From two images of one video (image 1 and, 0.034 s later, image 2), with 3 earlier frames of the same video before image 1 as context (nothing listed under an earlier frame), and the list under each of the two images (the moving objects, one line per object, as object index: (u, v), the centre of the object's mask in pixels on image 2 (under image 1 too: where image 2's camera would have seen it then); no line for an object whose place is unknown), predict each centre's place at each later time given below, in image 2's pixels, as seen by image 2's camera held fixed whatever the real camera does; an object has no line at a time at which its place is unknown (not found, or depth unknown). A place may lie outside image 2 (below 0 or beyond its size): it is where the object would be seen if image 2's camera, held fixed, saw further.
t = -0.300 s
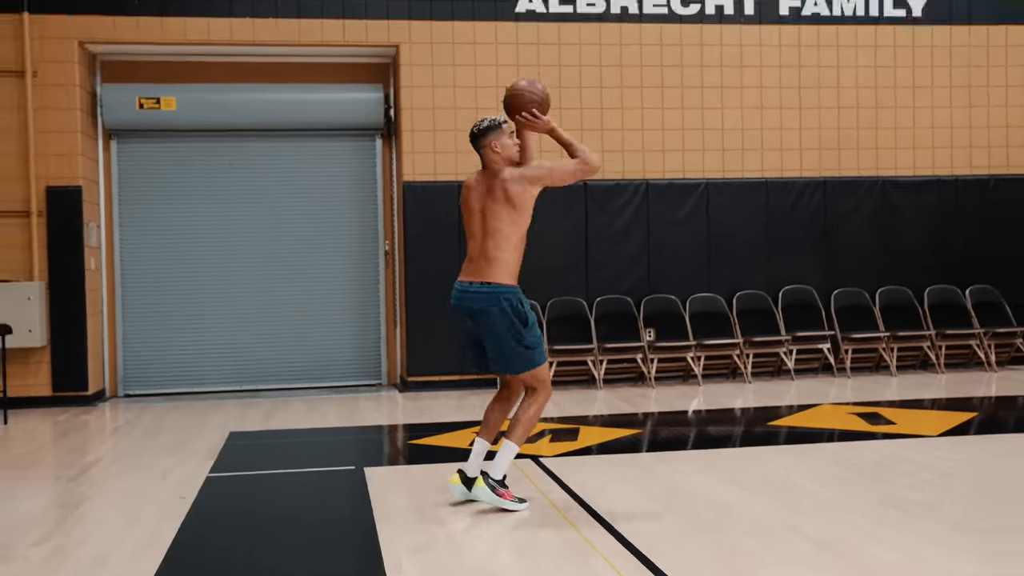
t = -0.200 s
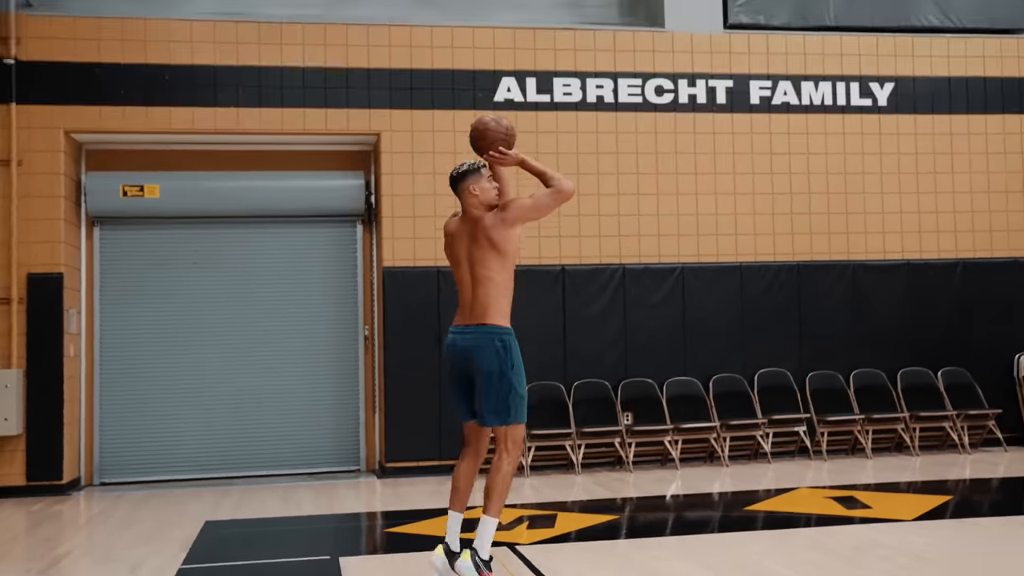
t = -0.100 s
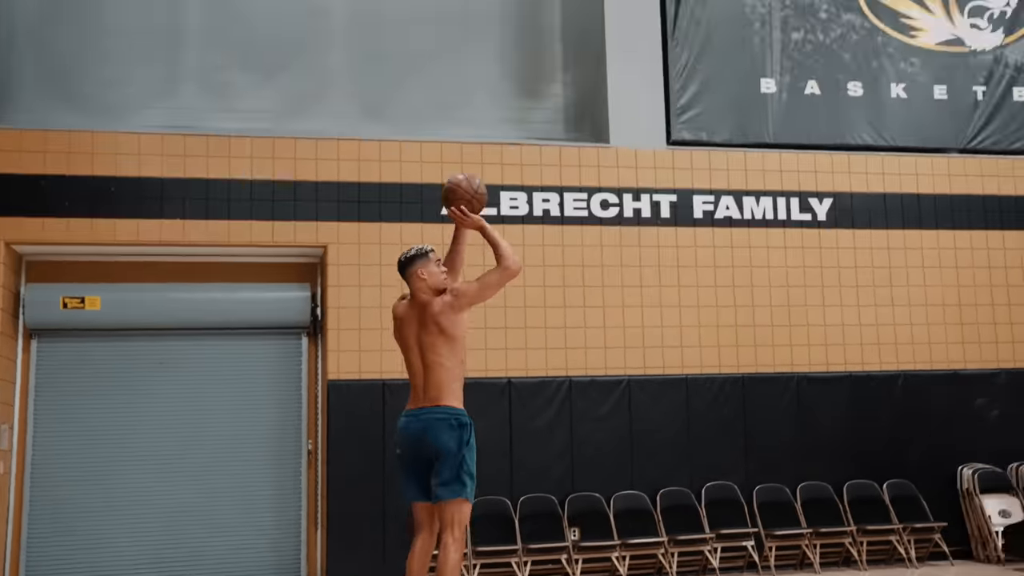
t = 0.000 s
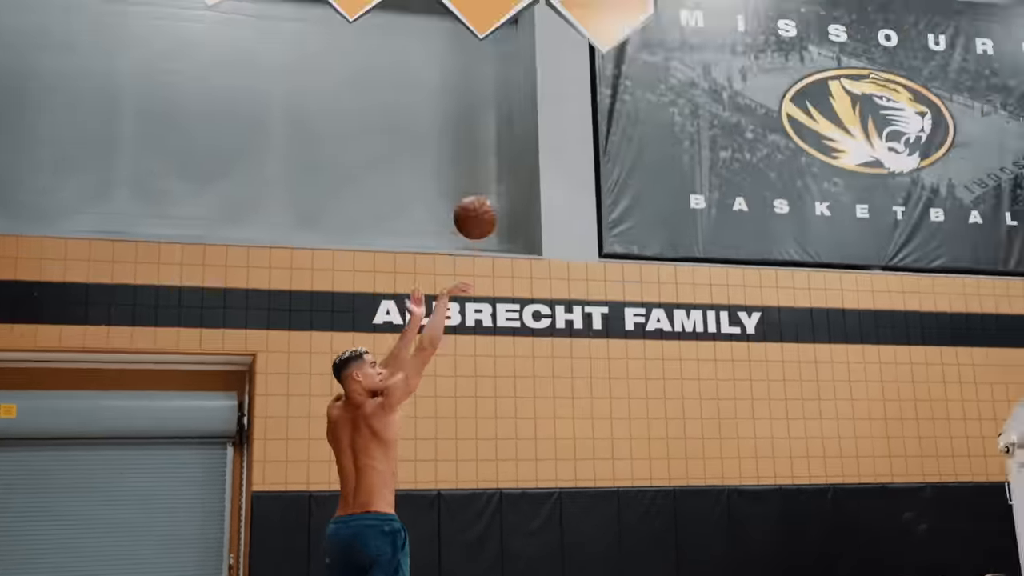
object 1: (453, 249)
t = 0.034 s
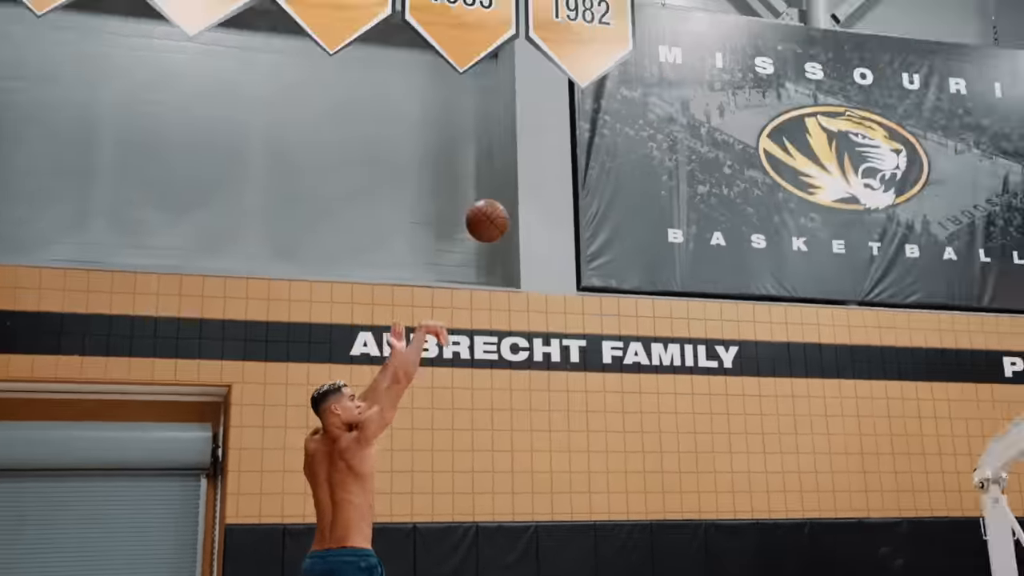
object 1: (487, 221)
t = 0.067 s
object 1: (520, 194)
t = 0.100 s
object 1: (552, 170)
